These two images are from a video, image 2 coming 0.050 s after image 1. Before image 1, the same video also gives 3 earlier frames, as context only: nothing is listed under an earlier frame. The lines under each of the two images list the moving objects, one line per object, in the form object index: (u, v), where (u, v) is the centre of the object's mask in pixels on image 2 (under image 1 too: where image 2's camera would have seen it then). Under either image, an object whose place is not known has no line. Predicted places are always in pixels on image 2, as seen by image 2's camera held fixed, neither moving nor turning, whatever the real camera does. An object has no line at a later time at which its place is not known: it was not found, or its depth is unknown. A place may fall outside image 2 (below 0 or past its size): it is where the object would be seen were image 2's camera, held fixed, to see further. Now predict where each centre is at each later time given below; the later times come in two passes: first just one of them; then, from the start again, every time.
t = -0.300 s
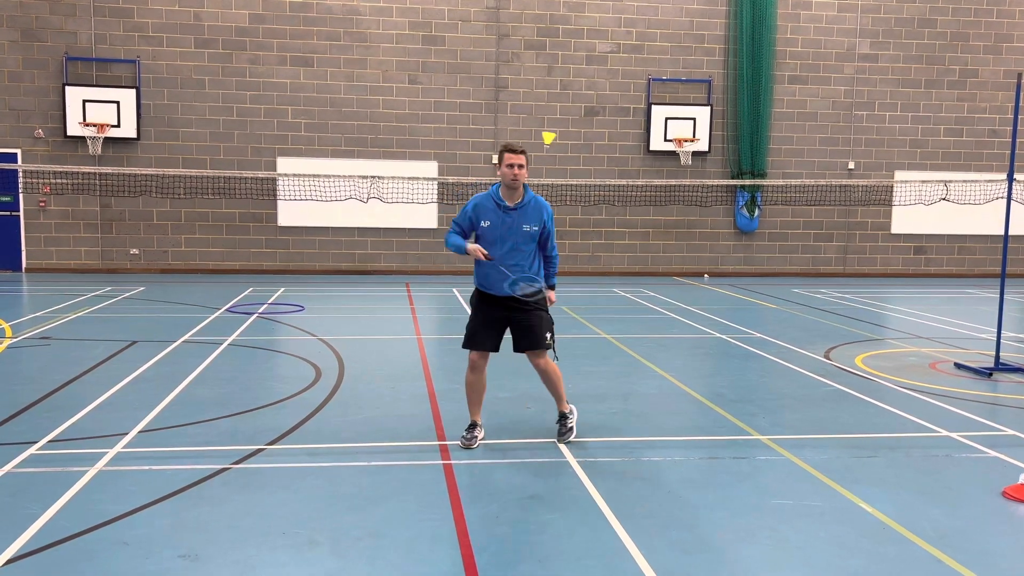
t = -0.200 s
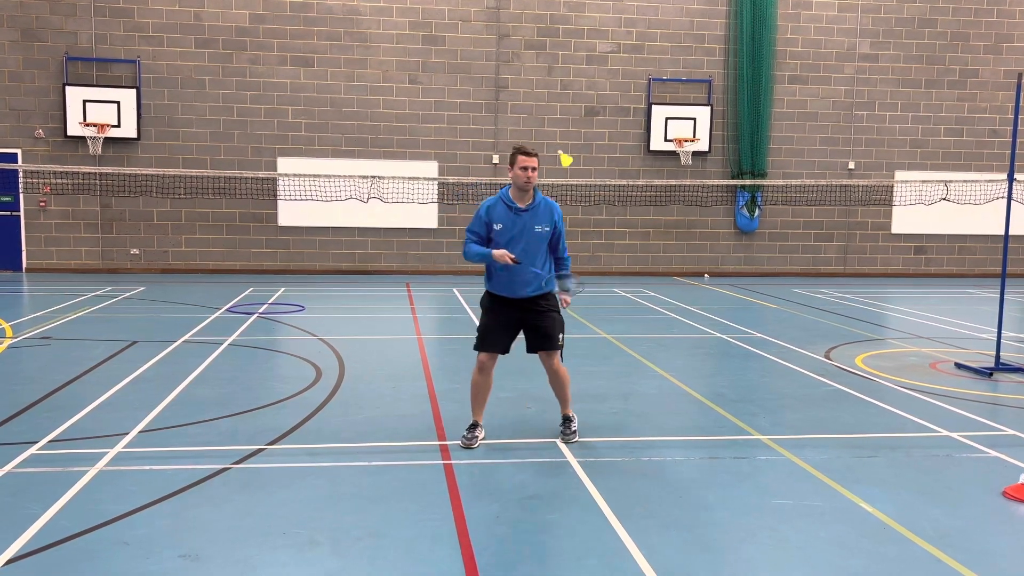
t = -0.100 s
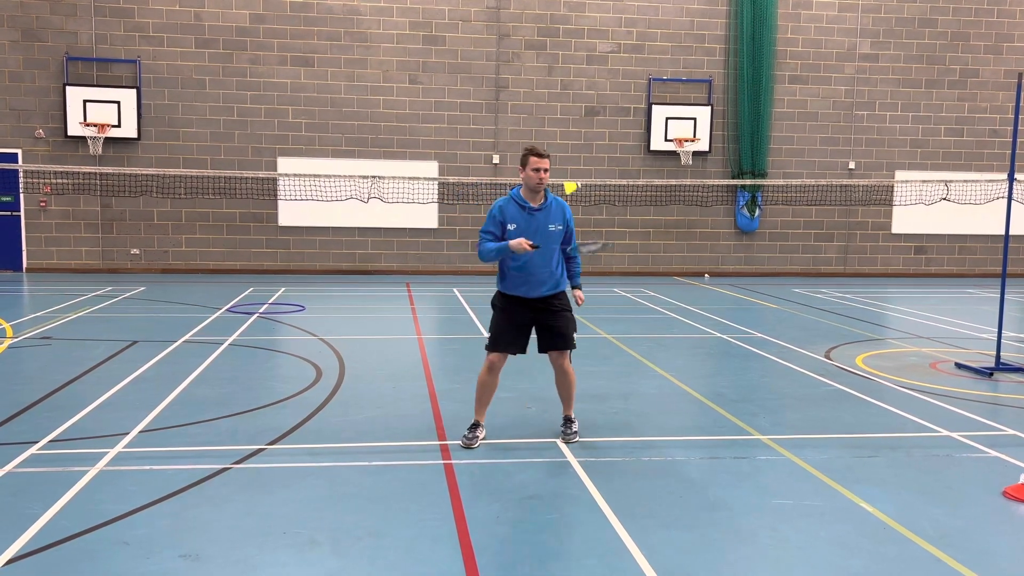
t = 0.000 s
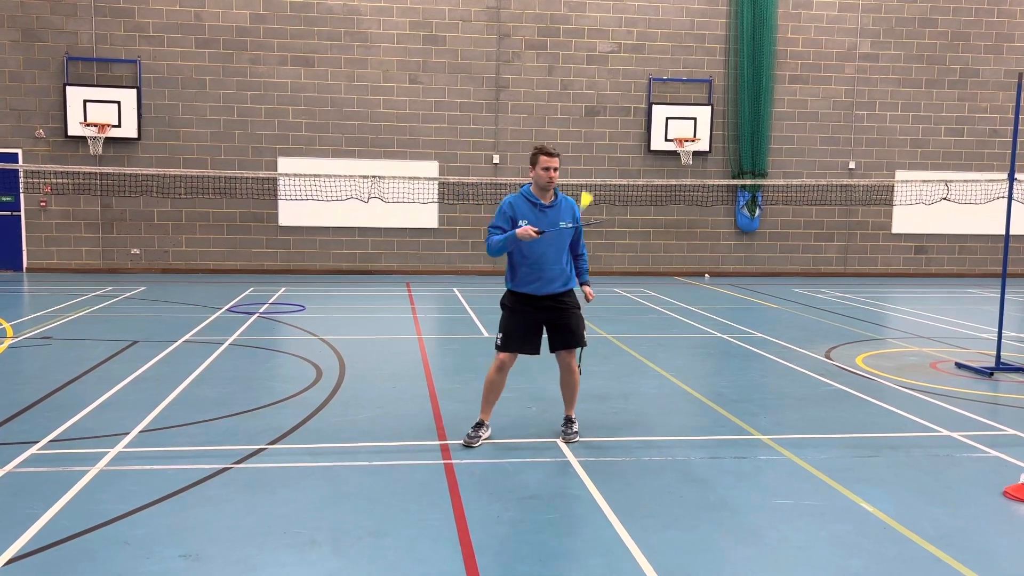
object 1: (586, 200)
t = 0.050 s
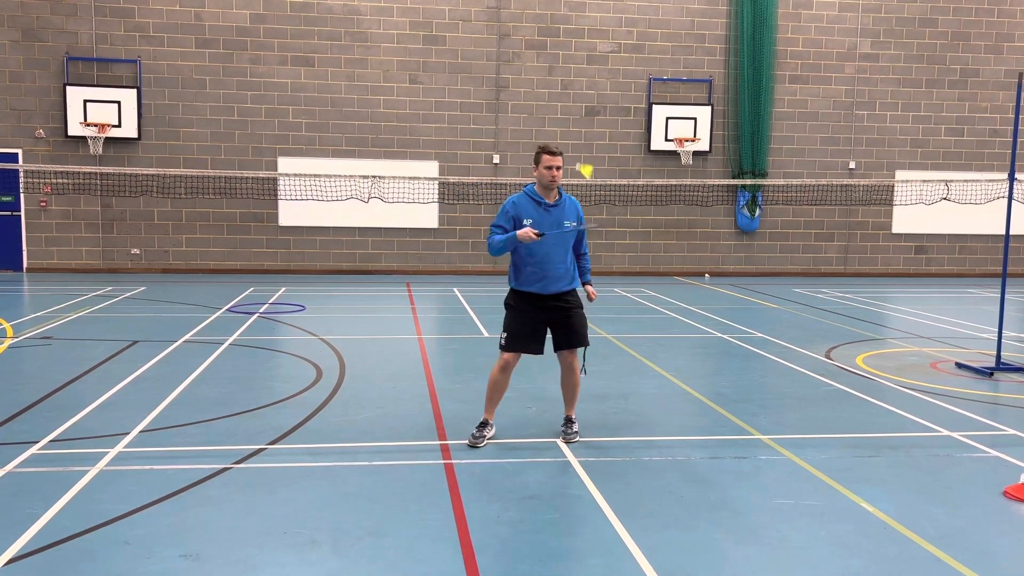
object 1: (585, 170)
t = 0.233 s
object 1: (572, 83)
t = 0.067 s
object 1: (583, 161)
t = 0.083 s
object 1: (580, 153)
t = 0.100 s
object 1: (577, 144)
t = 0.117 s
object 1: (575, 134)
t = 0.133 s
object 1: (573, 124)
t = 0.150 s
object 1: (572, 115)
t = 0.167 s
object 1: (571, 107)
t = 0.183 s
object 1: (571, 99)
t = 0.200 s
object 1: (572, 93)
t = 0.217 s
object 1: (572, 87)
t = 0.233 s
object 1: (572, 83)
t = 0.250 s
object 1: (573, 79)
